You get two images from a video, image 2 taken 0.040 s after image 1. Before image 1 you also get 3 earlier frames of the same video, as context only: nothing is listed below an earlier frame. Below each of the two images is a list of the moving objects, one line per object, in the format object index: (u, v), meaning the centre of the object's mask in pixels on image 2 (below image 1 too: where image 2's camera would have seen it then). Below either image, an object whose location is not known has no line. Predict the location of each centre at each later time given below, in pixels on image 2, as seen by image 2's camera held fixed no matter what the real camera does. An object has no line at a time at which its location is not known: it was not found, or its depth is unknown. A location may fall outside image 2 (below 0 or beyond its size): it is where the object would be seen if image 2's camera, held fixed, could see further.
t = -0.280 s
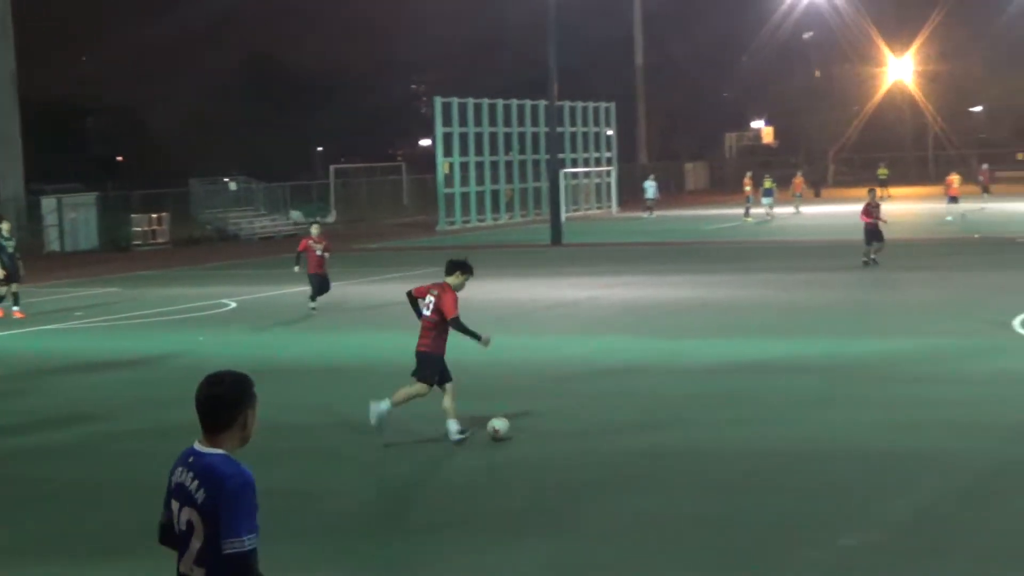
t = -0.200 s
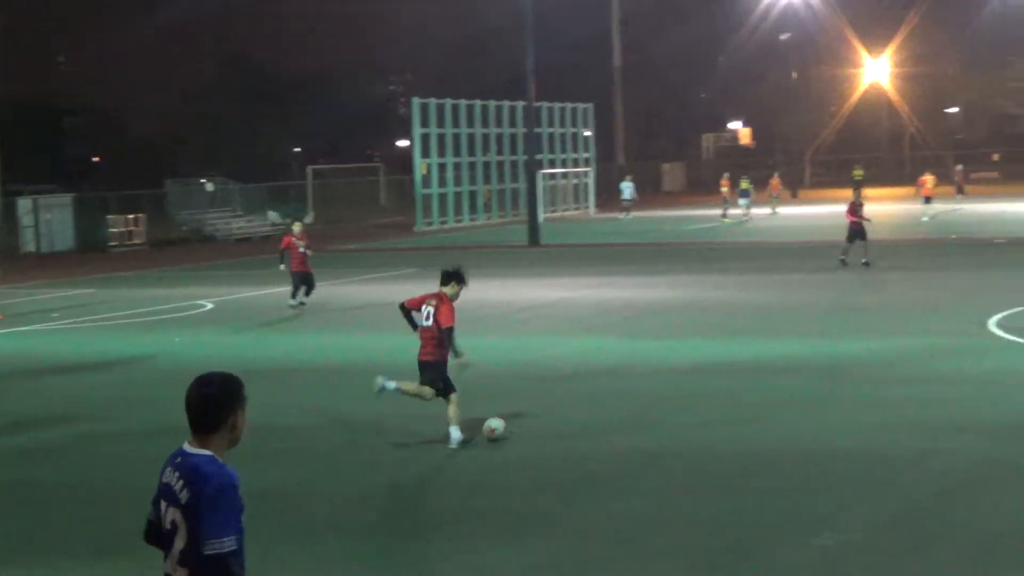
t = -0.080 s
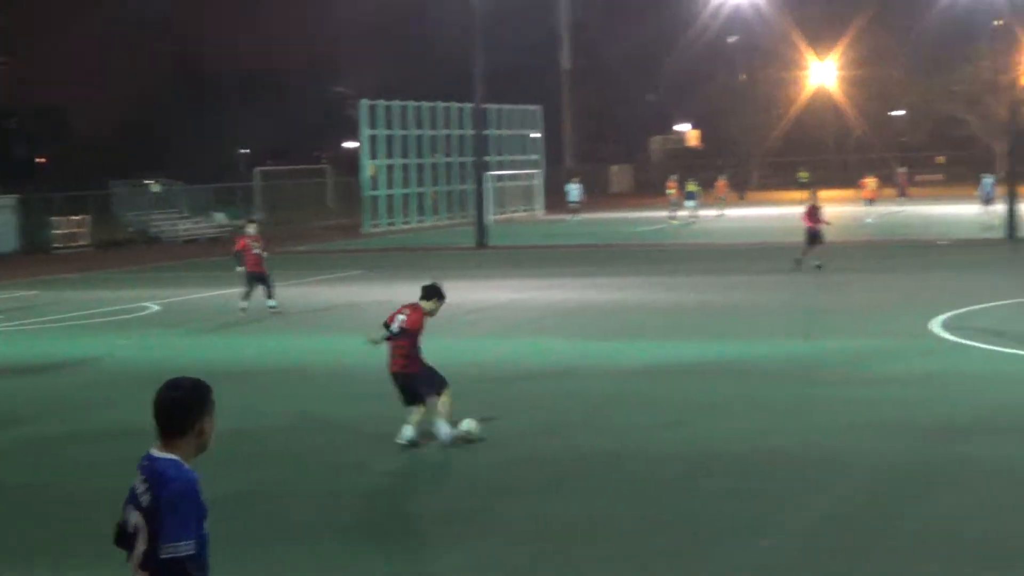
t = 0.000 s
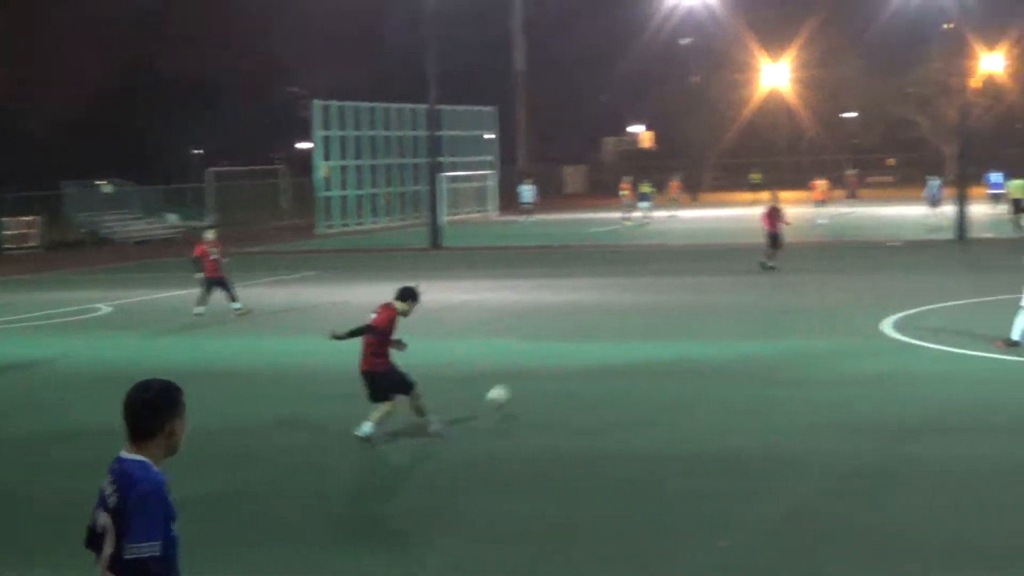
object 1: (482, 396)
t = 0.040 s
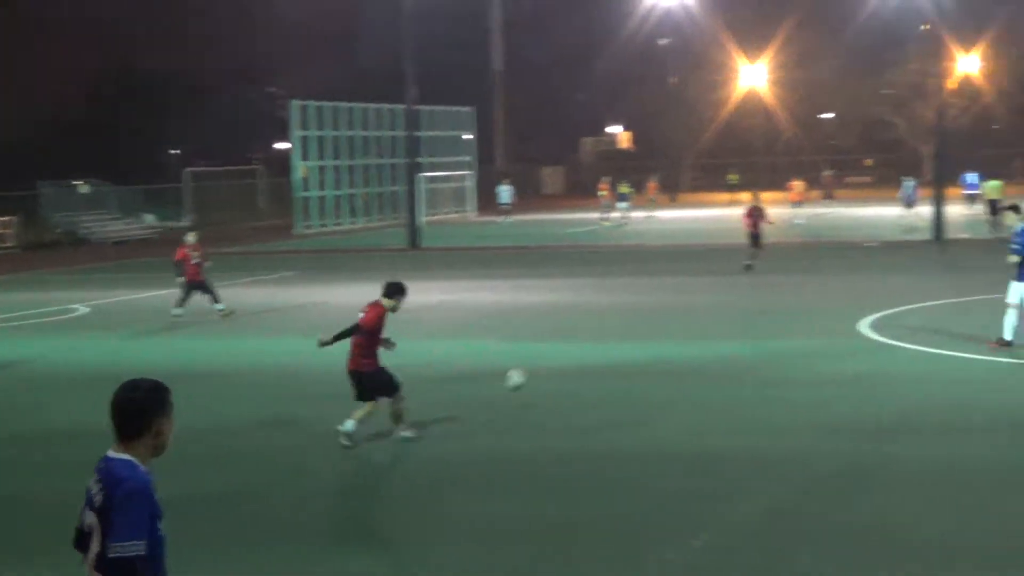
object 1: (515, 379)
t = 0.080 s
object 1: (546, 365)
